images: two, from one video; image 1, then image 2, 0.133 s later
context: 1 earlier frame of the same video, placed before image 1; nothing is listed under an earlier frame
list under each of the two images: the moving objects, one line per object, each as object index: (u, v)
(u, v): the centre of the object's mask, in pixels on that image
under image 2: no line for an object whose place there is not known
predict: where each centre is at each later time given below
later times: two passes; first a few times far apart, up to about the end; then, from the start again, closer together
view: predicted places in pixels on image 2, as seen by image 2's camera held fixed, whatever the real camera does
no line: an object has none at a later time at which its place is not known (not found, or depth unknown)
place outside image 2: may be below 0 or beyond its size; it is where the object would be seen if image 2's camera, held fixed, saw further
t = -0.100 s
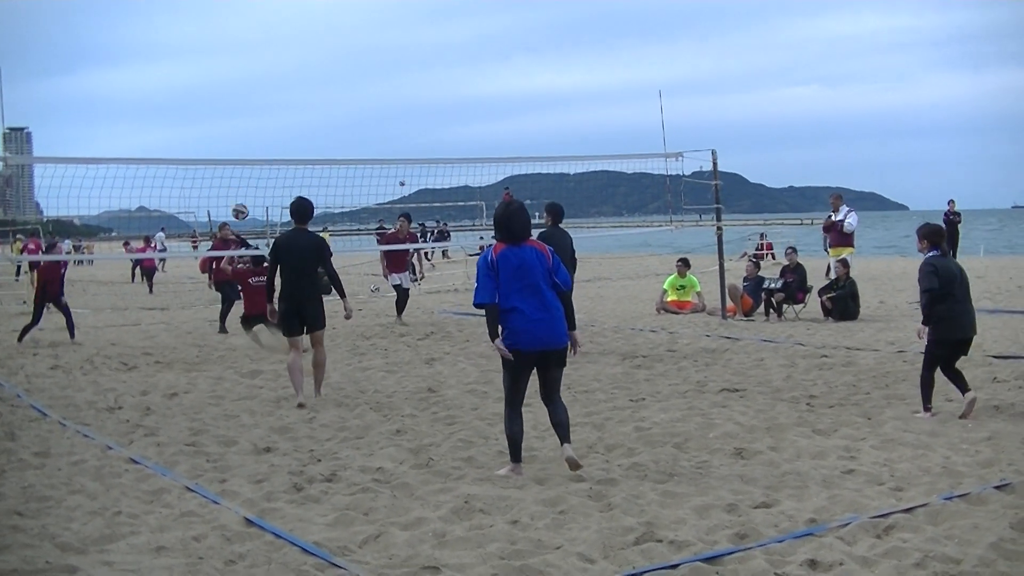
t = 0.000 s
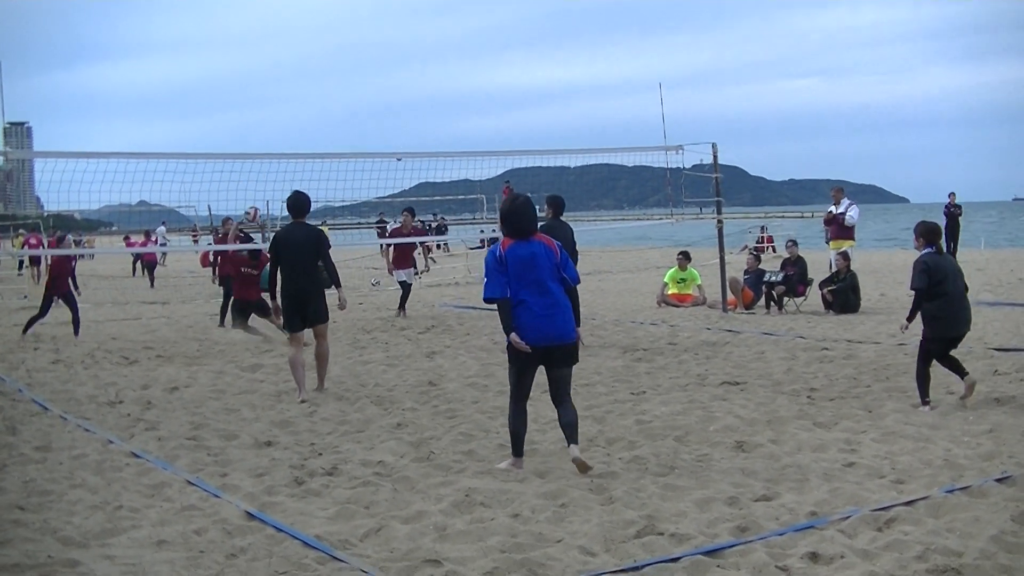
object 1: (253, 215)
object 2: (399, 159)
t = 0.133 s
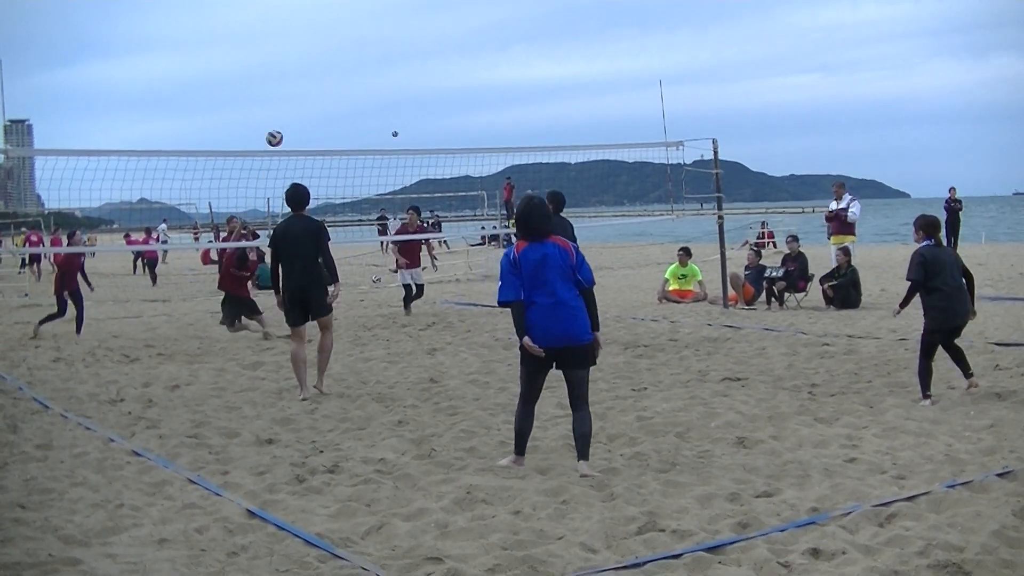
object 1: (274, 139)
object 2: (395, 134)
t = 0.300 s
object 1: (298, 68)
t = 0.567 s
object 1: (325, 3)
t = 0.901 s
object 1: (356, 2)
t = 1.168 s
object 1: (371, 63)
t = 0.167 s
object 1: (280, 122)
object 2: (393, 129)
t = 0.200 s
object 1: (284, 107)
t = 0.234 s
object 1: (289, 93)
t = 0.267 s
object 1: (294, 80)
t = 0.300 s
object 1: (298, 68)
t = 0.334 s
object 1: (303, 57)
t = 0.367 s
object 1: (306, 46)
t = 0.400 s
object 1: (310, 36)
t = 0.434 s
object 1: (313, 28)
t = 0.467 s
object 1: (317, 20)
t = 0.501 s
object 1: (320, 13)
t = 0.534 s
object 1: (323, 8)
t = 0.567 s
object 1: (325, 3)
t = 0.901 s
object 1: (356, 2)
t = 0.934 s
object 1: (359, 7)
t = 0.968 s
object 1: (361, 13)
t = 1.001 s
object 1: (363, 19)
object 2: (355, 126)
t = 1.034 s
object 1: (365, 26)
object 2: (353, 130)
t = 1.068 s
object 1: (367, 34)
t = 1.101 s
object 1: (368, 43)
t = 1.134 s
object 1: (370, 52)
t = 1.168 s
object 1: (371, 63)
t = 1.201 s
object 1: (373, 74)
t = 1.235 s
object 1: (374, 86)
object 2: (341, 161)
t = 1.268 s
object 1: (376, 99)
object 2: (340, 167)
